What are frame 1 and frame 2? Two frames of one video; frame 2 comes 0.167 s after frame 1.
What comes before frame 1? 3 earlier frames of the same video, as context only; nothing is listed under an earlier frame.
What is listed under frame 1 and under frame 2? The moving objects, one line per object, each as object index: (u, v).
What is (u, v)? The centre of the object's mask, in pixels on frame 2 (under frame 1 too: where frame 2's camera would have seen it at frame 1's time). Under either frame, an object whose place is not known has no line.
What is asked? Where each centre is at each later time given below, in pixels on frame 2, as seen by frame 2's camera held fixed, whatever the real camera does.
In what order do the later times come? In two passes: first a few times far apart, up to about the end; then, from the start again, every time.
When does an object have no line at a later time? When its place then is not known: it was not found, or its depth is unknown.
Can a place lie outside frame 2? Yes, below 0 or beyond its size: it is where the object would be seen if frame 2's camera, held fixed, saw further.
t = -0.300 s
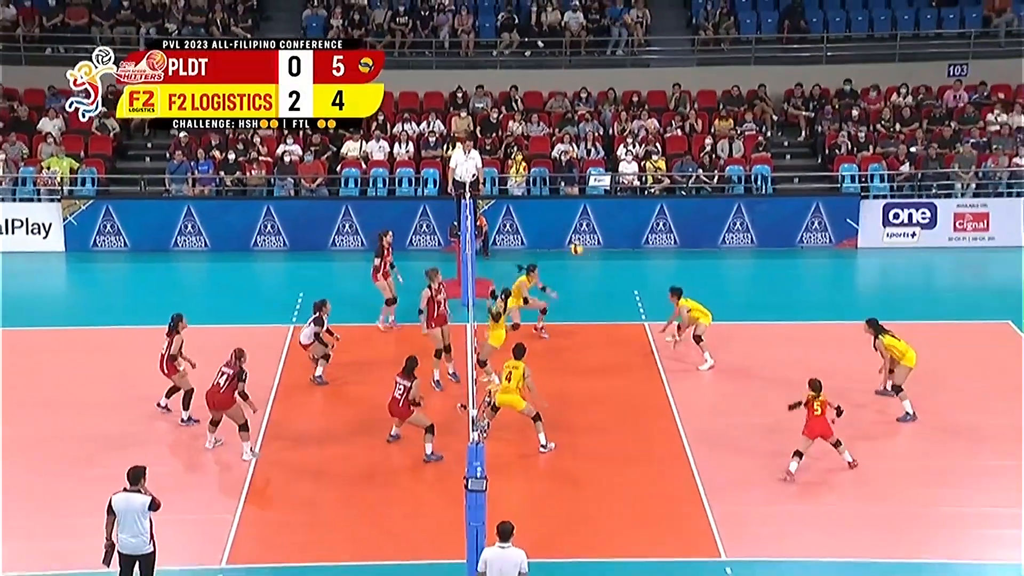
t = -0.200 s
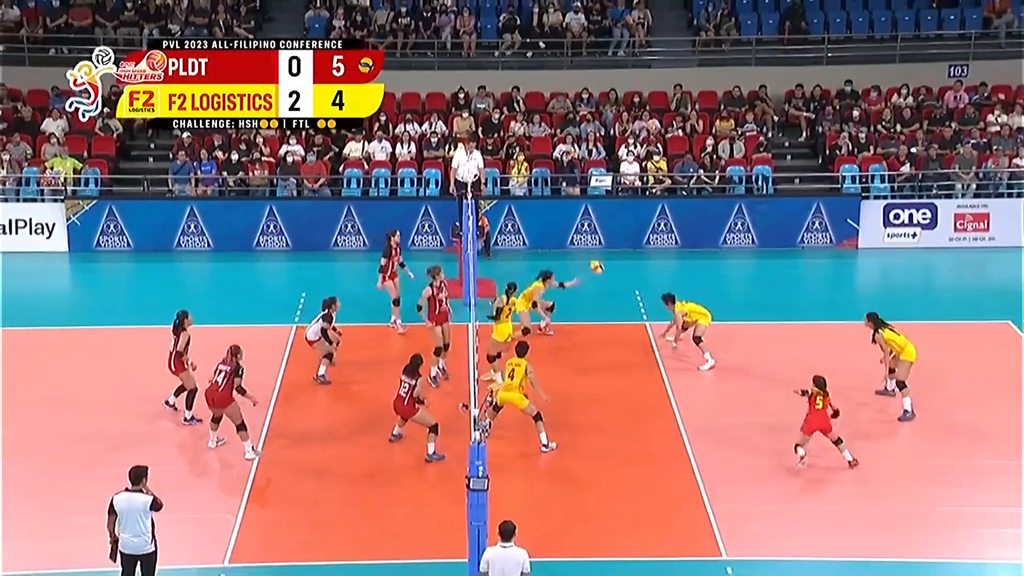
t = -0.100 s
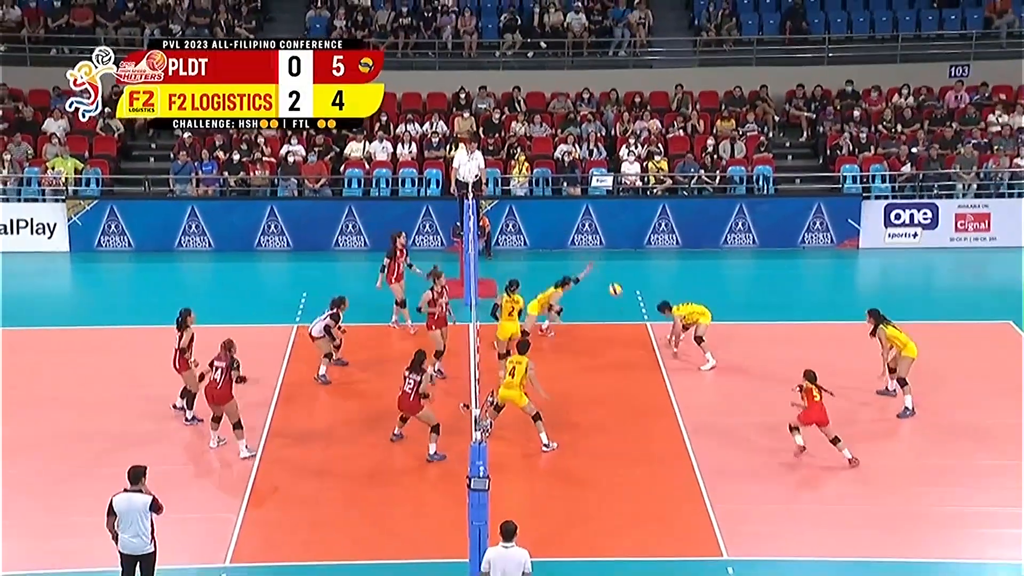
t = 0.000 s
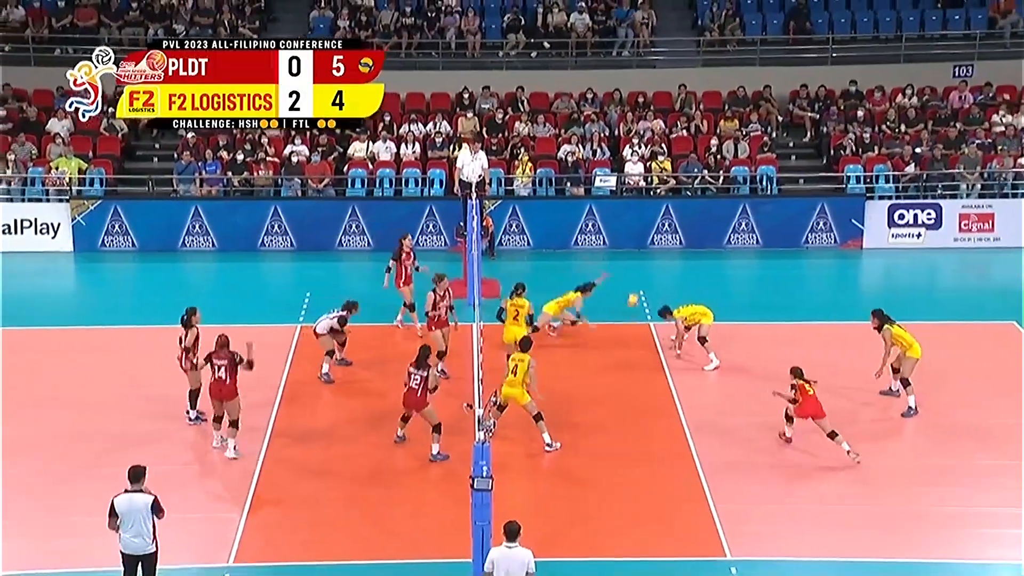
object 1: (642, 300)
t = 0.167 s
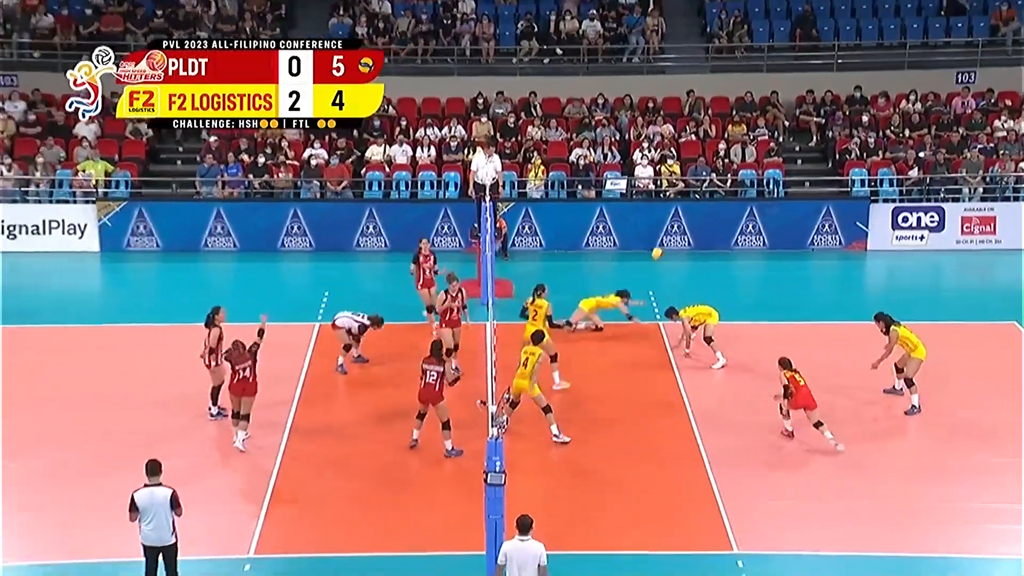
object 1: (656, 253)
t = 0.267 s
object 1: (666, 232)
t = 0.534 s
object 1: (687, 205)
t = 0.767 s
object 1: (704, 212)
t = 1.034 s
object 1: (720, 250)
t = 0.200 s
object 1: (659, 246)
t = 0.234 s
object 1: (662, 240)
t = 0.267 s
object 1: (666, 232)
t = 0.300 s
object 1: (667, 226)
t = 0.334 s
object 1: (670, 222)
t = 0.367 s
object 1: (673, 217)
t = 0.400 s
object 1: (676, 214)
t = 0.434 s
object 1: (679, 212)
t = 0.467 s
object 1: (682, 208)
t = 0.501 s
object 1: (684, 206)
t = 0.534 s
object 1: (687, 205)
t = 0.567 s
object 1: (689, 205)
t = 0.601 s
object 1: (692, 204)
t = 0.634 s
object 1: (695, 205)
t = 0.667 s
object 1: (697, 205)
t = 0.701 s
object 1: (699, 207)
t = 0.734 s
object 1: (702, 210)
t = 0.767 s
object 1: (704, 212)
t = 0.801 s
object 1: (706, 215)
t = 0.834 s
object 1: (708, 218)
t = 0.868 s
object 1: (710, 223)
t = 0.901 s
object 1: (713, 227)
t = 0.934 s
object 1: (714, 233)
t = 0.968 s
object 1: (716, 238)
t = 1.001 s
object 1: (718, 244)
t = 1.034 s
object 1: (720, 250)
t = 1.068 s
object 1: (722, 258)
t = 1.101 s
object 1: (724, 250)
